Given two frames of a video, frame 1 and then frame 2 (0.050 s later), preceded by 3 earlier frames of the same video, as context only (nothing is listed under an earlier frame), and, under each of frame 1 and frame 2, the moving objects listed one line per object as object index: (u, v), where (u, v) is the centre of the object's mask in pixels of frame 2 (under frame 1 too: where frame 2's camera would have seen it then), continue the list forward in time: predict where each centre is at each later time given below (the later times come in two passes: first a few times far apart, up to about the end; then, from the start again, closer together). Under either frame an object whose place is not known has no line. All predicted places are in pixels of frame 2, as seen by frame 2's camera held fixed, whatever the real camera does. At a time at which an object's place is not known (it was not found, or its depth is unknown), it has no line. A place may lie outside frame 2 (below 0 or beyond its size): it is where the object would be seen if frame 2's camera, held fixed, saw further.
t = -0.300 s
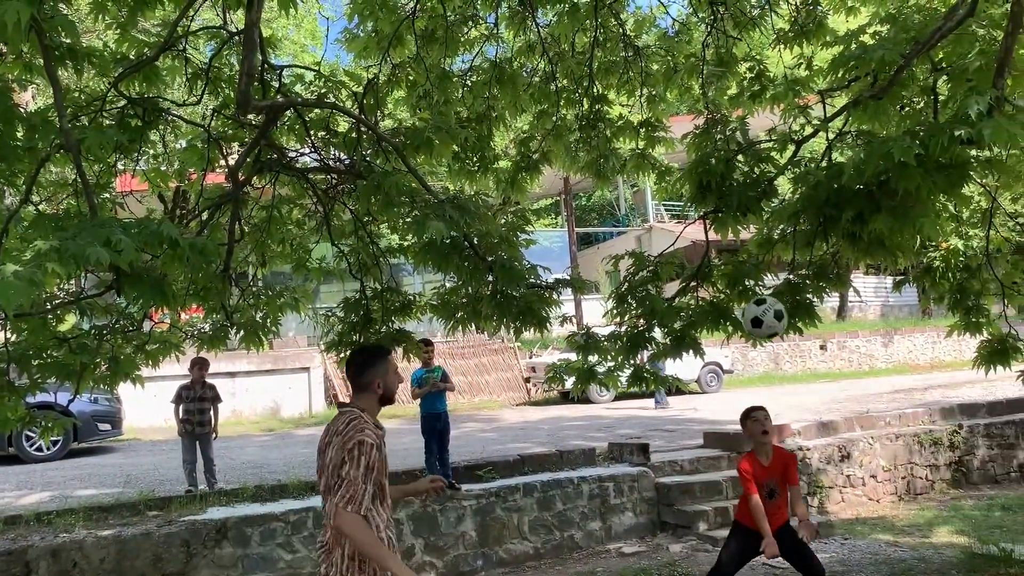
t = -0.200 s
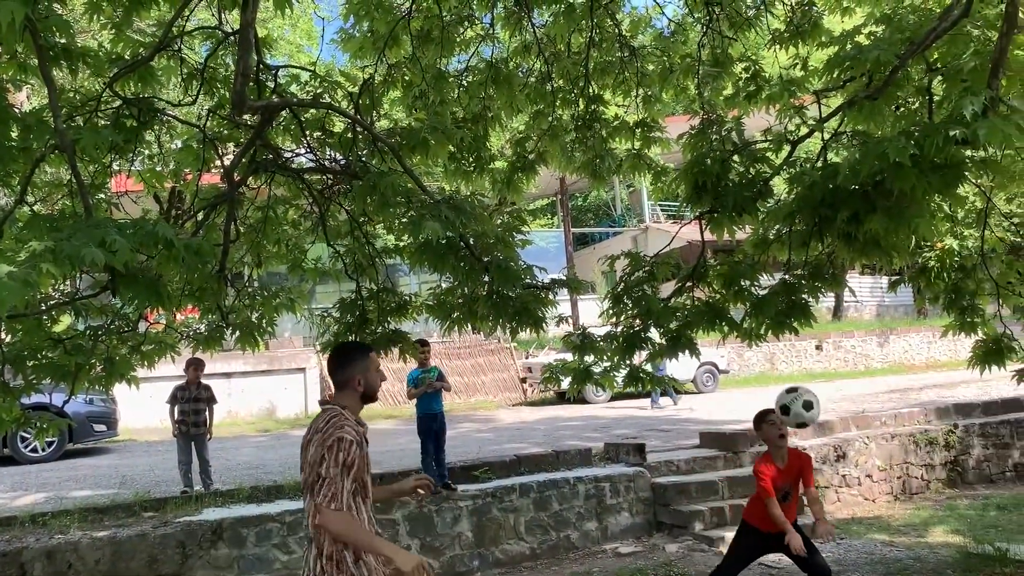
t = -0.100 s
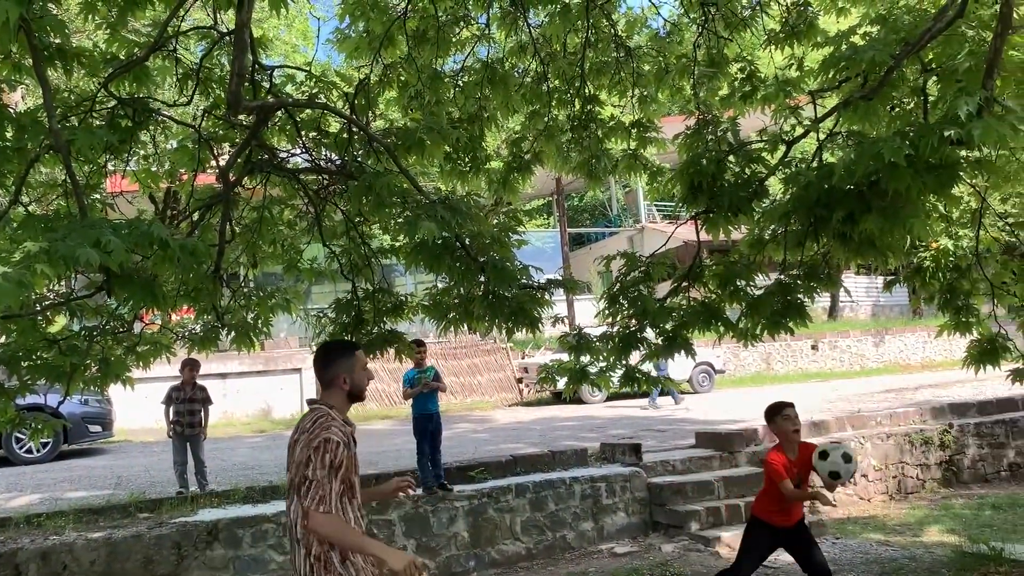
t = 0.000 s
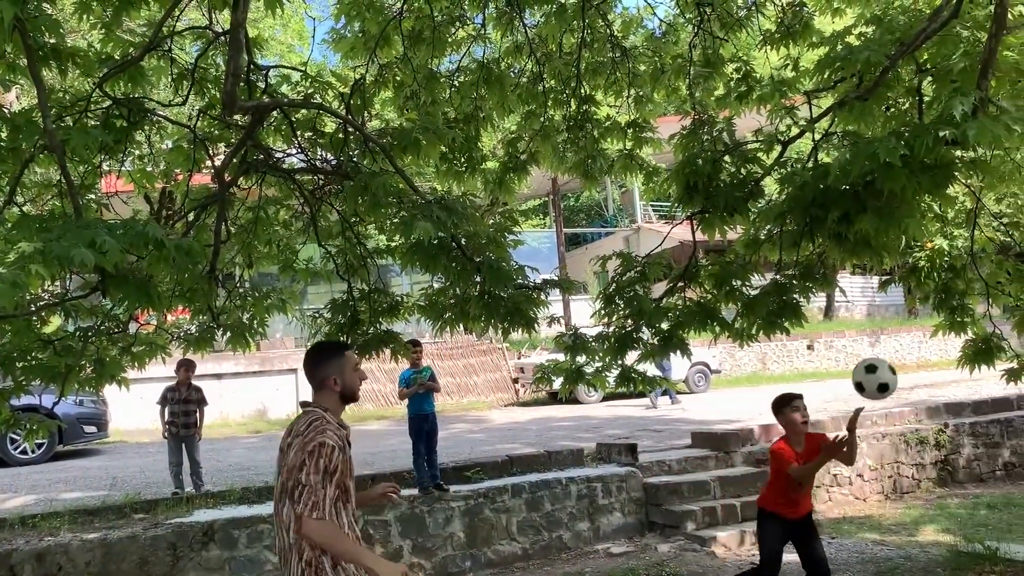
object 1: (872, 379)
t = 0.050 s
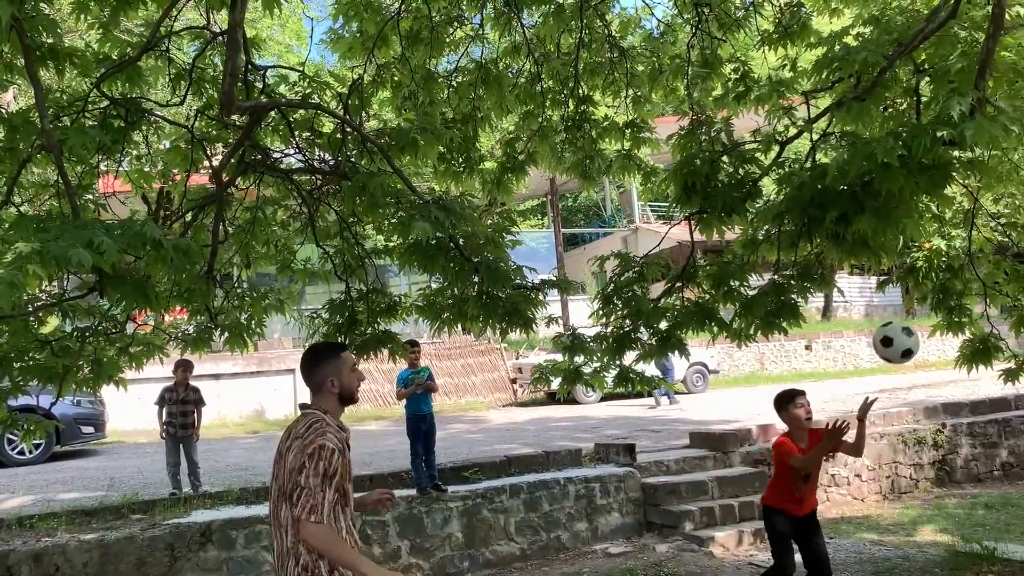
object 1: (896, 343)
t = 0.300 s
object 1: (1025, 233)
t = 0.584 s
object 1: (1070, 129)
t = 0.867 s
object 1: (850, -51)
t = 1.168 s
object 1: (642, -60)
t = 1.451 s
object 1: (448, 109)
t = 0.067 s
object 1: (903, 331)
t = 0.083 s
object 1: (912, 321)
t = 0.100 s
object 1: (920, 311)
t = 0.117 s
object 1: (930, 302)
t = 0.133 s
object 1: (937, 292)
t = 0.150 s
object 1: (946, 284)
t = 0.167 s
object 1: (955, 276)
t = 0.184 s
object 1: (964, 269)
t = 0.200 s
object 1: (972, 262)
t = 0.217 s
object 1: (982, 256)
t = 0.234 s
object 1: (991, 250)
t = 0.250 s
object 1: (999, 245)
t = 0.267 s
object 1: (1009, 240)
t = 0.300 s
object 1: (1025, 233)
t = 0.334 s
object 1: (1035, 226)
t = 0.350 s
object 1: (1040, 224)
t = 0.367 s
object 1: (1046, 223)
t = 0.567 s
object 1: (1075, 144)
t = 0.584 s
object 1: (1070, 129)
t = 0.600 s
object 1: (1059, 113)
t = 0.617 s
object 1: (1044, 99)
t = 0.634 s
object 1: (1030, 85)
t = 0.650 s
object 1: (1017, 71)
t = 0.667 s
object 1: (1004, 58)
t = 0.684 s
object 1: (991, 46)
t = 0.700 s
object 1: (979, 35)
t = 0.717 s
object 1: (965, 23)
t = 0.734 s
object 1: (952, 12)
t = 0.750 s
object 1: (939, 2)
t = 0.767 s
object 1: (926, -7)
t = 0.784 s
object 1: (911, -15)
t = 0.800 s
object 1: (898, -23)
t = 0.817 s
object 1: (885, -32)
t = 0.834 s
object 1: (872, -38)
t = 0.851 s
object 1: (860, -45)
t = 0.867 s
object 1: (850, -51)
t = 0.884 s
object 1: (838, -56)
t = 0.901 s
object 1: (826, -59)
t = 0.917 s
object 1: (814, -63)
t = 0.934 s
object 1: (802, -66)
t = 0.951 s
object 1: (791, -70)
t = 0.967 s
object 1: (780, -72)
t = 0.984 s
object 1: (771, -74)
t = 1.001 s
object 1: (758, -77)
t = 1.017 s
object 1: (747, -78)
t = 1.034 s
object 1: (733, -79)
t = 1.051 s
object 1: (721, -79)
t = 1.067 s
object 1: (710, -79)
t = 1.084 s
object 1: (699, -77)
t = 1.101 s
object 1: (687, -74)
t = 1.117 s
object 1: (676, -71)
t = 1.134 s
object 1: (663, -68)
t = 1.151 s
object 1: (652, -64)
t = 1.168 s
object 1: (642, -60)
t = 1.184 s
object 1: (630, -54)
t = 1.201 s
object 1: (618, -49)
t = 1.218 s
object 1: (605, -43)
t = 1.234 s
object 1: (595, -37)
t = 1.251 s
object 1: (585, -29)
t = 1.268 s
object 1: (573, -21)
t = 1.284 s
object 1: (562, -12)
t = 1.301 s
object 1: (549, -3)
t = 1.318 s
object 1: (537, 5)
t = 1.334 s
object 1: (527, 16)
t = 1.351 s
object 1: (516, 27)
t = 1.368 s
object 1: (504, 40)
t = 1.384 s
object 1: (492, 52)
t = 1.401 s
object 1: (481, 65)
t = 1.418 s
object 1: (470, 78)
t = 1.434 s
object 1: (460, 94)
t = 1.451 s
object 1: (448, 109)
